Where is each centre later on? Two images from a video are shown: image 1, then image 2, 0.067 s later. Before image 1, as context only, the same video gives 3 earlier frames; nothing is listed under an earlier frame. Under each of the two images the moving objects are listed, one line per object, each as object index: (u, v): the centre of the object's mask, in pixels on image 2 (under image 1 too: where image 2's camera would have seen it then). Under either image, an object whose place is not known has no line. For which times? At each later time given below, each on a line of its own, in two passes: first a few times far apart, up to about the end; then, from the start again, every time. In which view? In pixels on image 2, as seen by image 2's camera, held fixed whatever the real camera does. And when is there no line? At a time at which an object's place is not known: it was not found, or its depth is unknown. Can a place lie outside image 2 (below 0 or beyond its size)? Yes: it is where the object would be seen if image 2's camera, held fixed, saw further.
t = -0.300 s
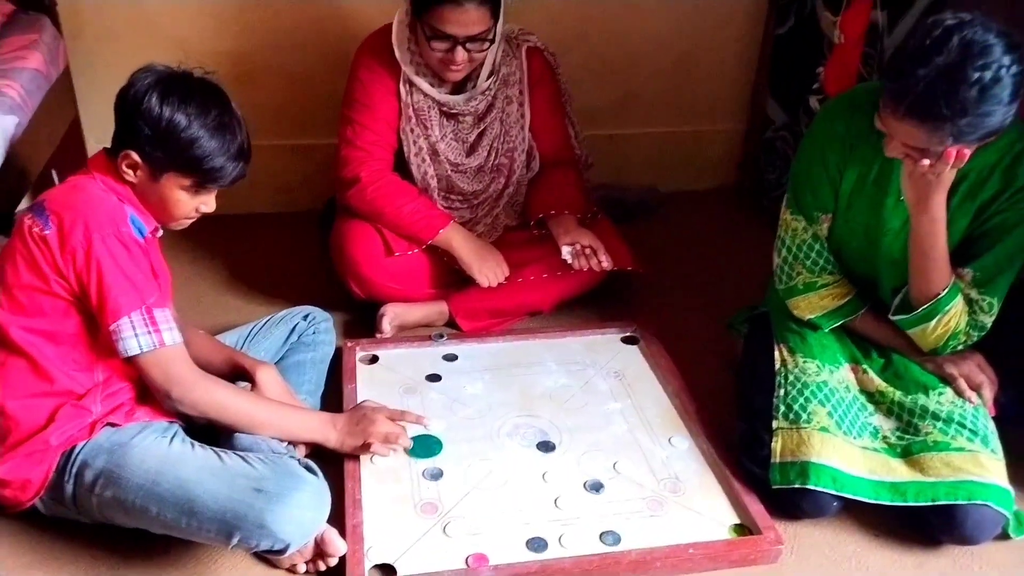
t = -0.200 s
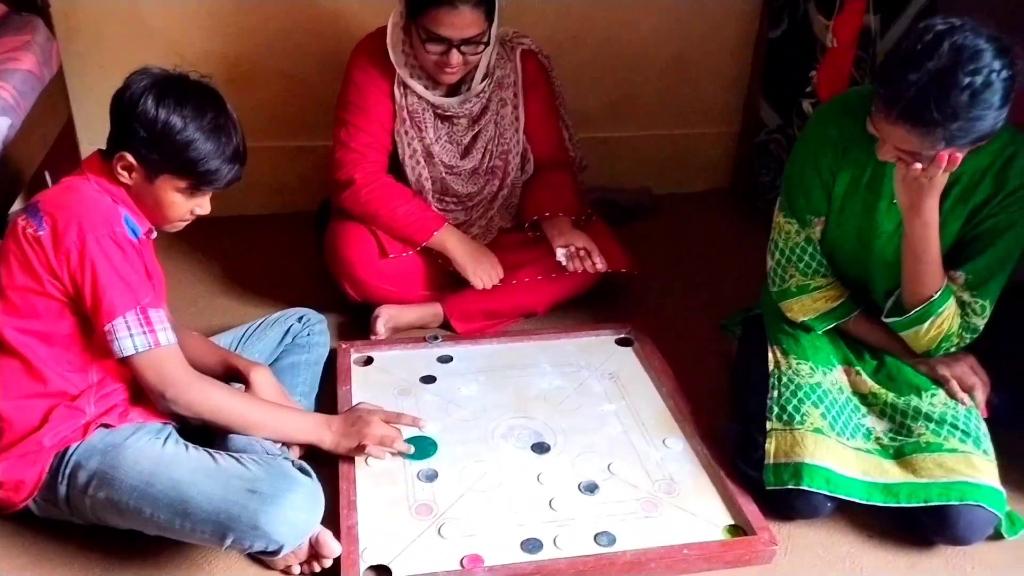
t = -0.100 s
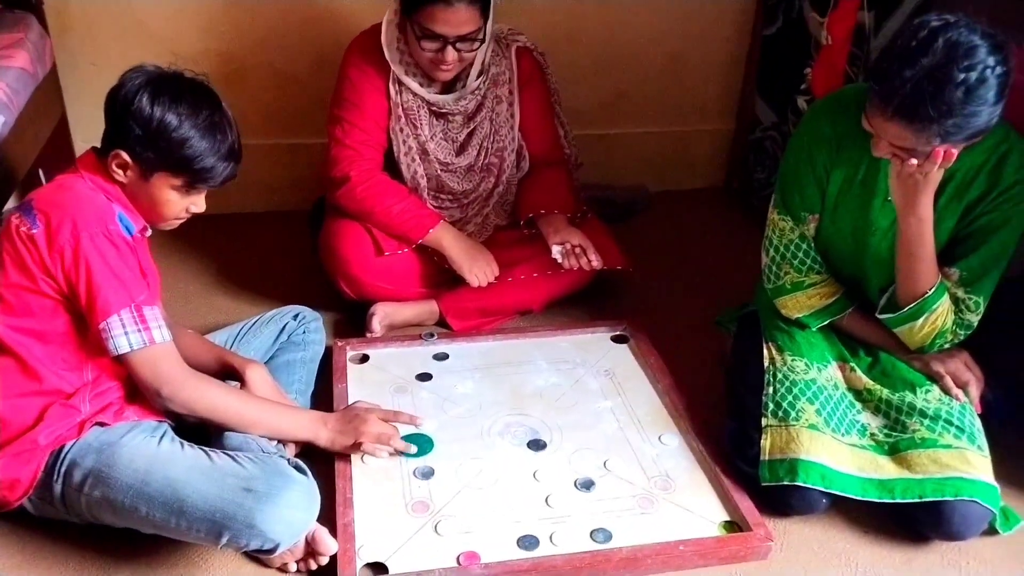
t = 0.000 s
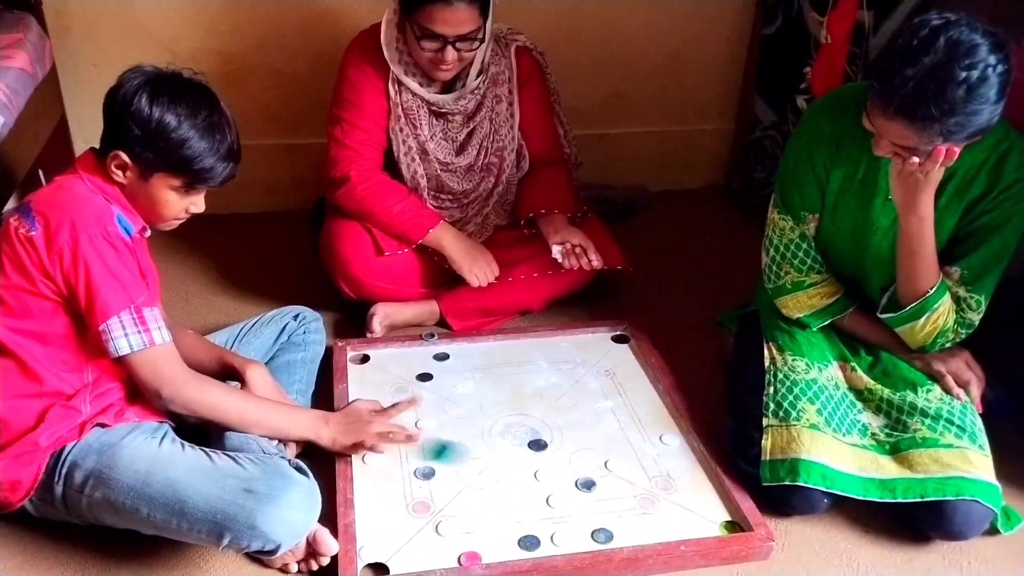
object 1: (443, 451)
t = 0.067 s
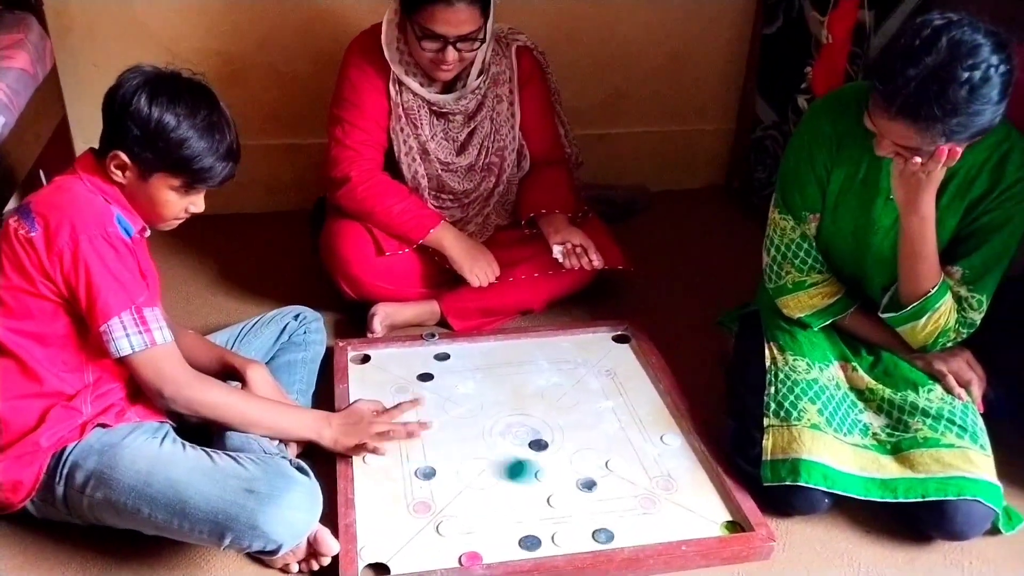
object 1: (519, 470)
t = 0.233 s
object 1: (609, 493)
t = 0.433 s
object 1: (649, 503)
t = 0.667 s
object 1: (649, 503)
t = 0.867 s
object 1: (649, 504)
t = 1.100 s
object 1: (649, 504)
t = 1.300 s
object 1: (649, 503)
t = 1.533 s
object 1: (649, 503)
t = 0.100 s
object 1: (546, 477)
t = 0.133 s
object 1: (563, 482)
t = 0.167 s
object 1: (580, 486)
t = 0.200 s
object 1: (596, 489)
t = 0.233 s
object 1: (609, 493)
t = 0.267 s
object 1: (621, 496)
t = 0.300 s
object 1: (631, 498)
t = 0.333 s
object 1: (638, 500)
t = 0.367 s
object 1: (644, 502)
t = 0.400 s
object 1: (647, 503)
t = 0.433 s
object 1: (649, 503)
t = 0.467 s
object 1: (649, 503)
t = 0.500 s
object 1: (649, 503)
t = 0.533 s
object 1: (649, 503)
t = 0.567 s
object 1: (649, 504)
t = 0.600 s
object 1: (649, 504)
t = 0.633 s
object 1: (649, 503)
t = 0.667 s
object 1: (649, 503)
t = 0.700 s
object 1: (649, 503)
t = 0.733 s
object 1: (649, 503)
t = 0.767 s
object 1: (649, 504)
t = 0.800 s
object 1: (649, 504)
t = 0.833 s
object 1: (649, 504)
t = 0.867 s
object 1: (649, 504)
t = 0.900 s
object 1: (649, 504)
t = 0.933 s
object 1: (649, 503)
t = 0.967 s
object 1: (649, 504)
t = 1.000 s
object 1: (649, 504)
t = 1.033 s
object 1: (649, 504)
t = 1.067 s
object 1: (649, 504)
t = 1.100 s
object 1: (649, 504)
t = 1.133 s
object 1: (649, 504)
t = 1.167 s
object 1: (649, 504)
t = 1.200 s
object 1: (649, 503)
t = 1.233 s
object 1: (649, 504)
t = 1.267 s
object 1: (649, 504)
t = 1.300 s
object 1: (649, 503)
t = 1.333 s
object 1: (649, 504)
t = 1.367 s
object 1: (649, 503)
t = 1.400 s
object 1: (649, 503)
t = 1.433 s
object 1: (649, 503)
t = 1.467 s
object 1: (649, 503)
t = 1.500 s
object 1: (649, 503)
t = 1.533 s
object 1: (649, 503)
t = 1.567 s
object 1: (649, 503)
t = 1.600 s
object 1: (649, 504)
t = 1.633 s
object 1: (649, 503)
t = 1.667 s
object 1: (649, 503)
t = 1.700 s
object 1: (649, 503)
